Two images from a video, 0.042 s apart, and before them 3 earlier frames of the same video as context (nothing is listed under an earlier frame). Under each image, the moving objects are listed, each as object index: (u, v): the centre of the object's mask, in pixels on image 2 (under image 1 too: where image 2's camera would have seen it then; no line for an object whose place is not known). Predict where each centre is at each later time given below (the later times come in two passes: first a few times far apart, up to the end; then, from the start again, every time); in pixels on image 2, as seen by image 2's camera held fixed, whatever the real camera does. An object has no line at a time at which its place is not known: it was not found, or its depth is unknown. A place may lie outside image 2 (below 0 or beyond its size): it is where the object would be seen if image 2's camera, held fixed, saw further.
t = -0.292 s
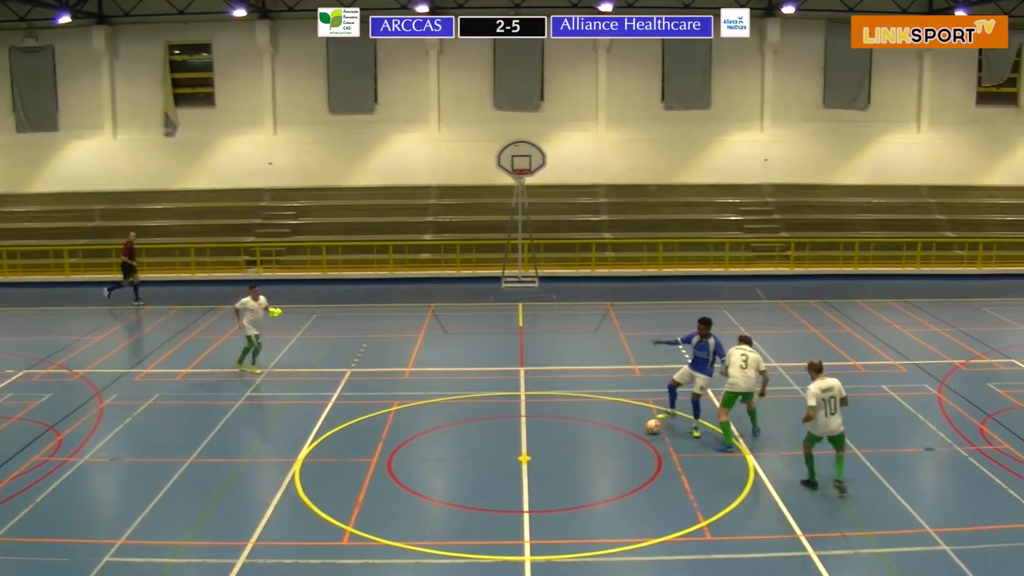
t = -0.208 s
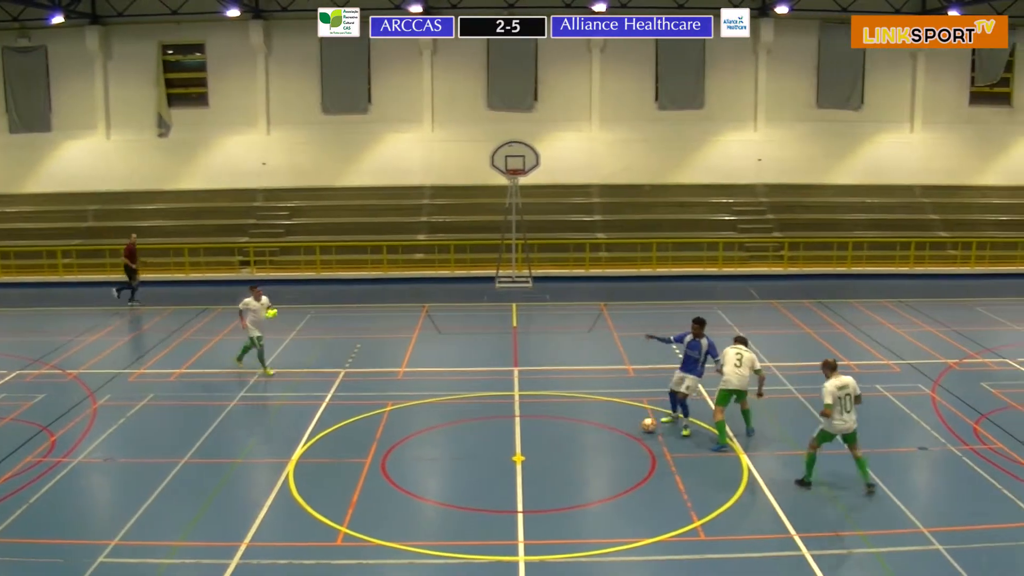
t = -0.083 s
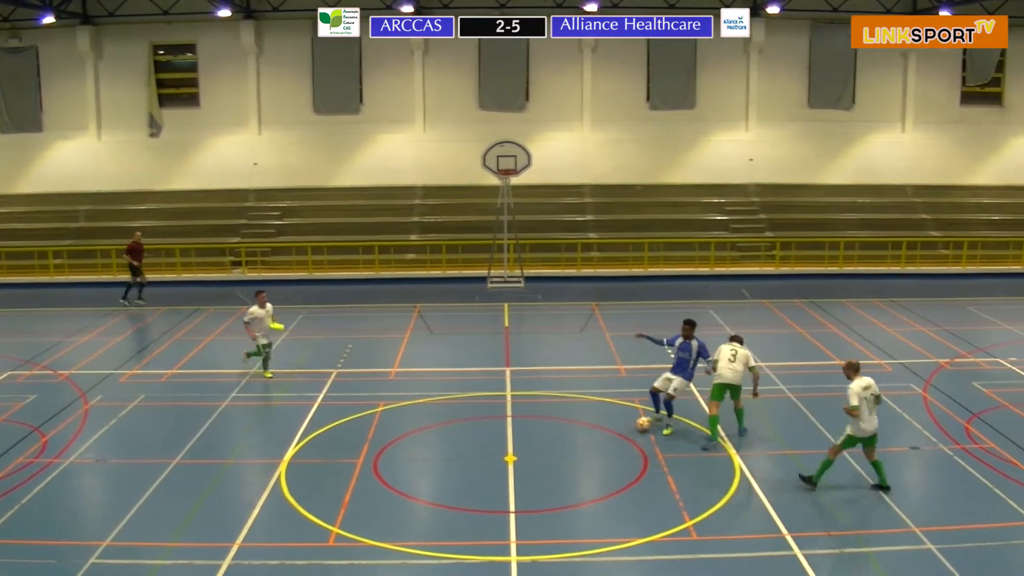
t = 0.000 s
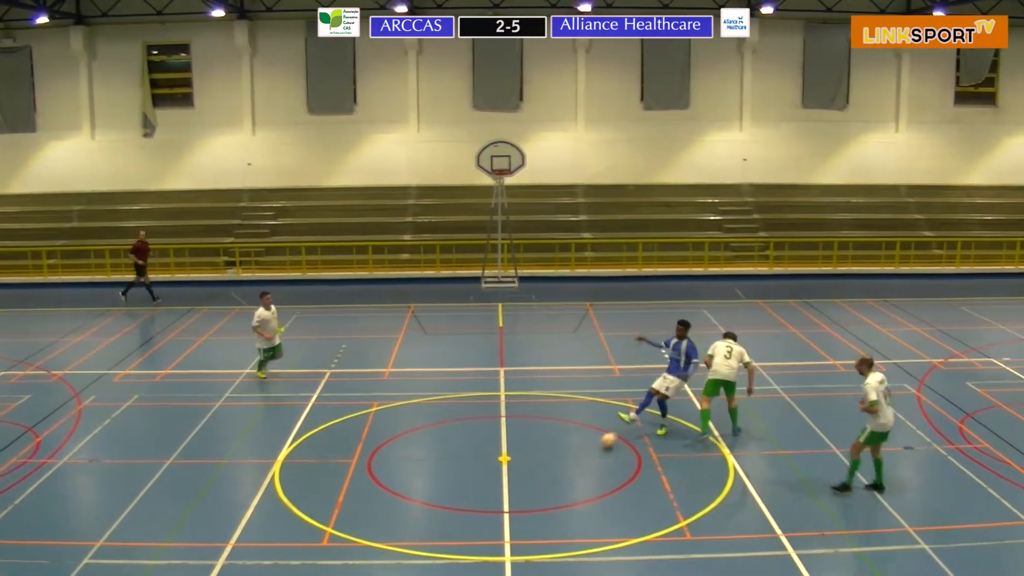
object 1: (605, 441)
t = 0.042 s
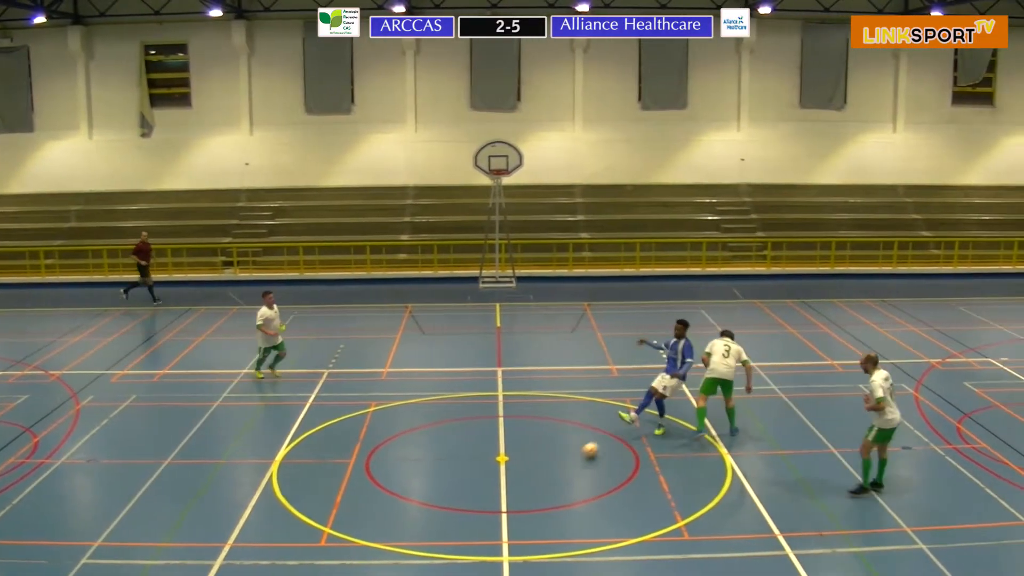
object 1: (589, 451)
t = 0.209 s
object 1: (524, 490)
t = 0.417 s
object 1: (440, 542)
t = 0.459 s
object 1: (413, 558)
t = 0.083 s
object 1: (574, 460)
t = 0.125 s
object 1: (558, 470)
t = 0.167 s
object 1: (541, 480)
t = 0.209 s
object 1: (524, 490)
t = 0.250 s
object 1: (508, 499)
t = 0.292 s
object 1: (491, 510)
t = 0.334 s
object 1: (474, 521)
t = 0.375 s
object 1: (457, 531)
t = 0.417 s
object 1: (440, 542)
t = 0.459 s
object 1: (413, 558)
